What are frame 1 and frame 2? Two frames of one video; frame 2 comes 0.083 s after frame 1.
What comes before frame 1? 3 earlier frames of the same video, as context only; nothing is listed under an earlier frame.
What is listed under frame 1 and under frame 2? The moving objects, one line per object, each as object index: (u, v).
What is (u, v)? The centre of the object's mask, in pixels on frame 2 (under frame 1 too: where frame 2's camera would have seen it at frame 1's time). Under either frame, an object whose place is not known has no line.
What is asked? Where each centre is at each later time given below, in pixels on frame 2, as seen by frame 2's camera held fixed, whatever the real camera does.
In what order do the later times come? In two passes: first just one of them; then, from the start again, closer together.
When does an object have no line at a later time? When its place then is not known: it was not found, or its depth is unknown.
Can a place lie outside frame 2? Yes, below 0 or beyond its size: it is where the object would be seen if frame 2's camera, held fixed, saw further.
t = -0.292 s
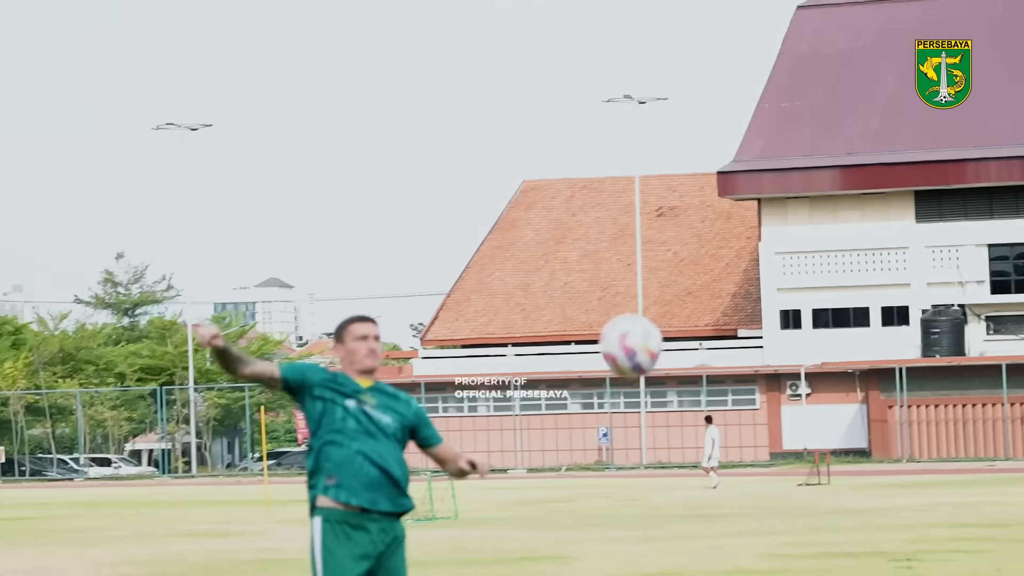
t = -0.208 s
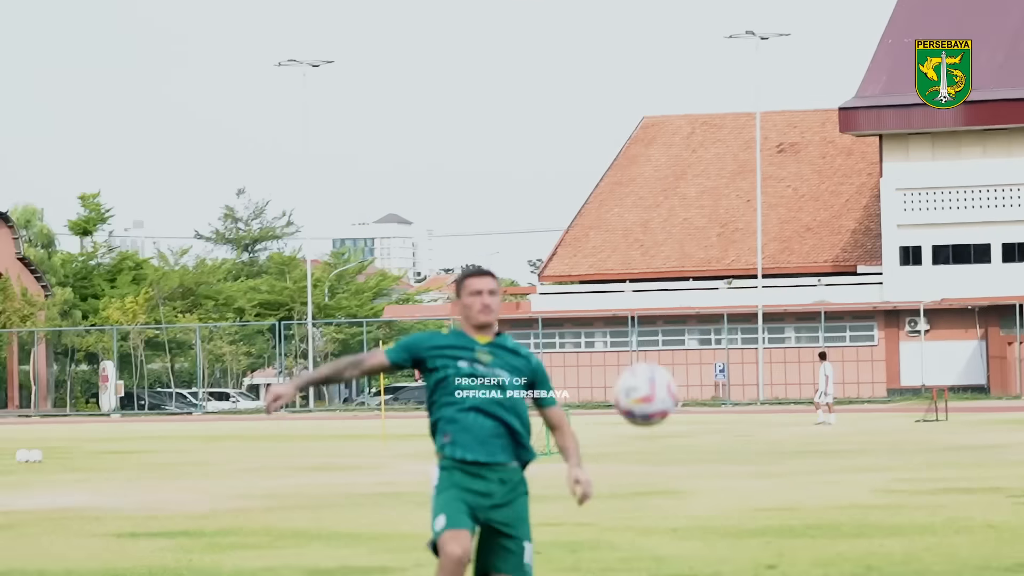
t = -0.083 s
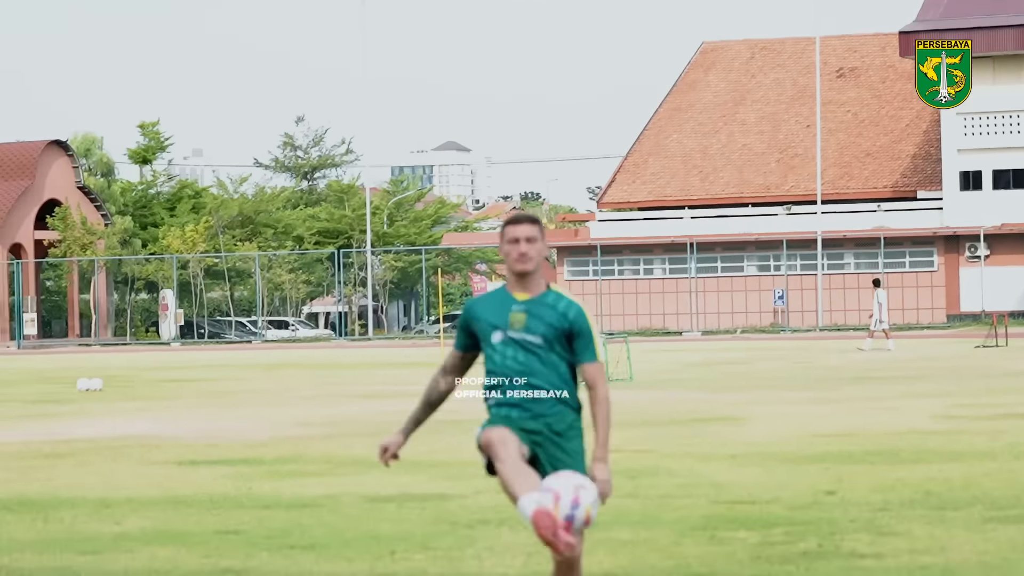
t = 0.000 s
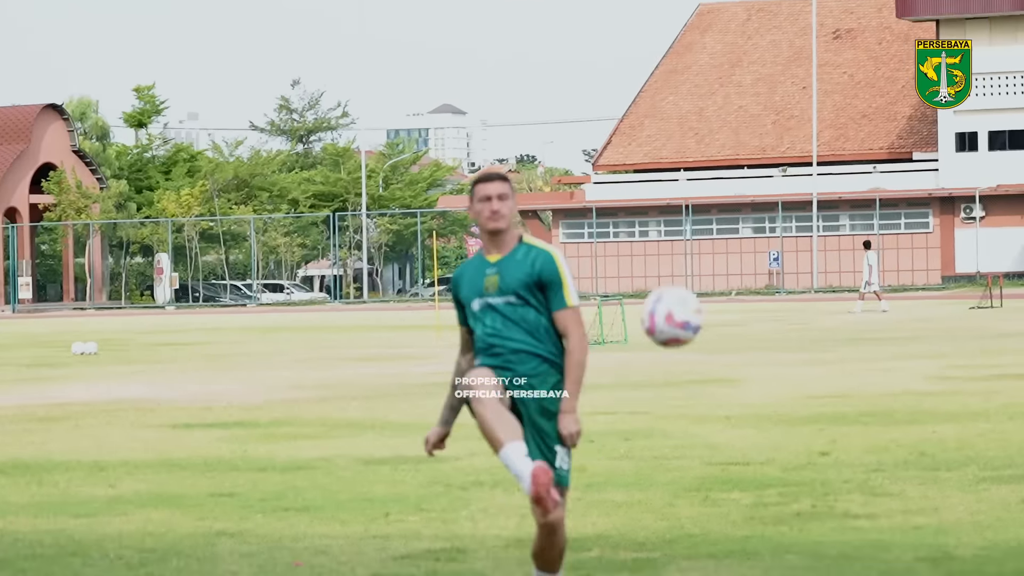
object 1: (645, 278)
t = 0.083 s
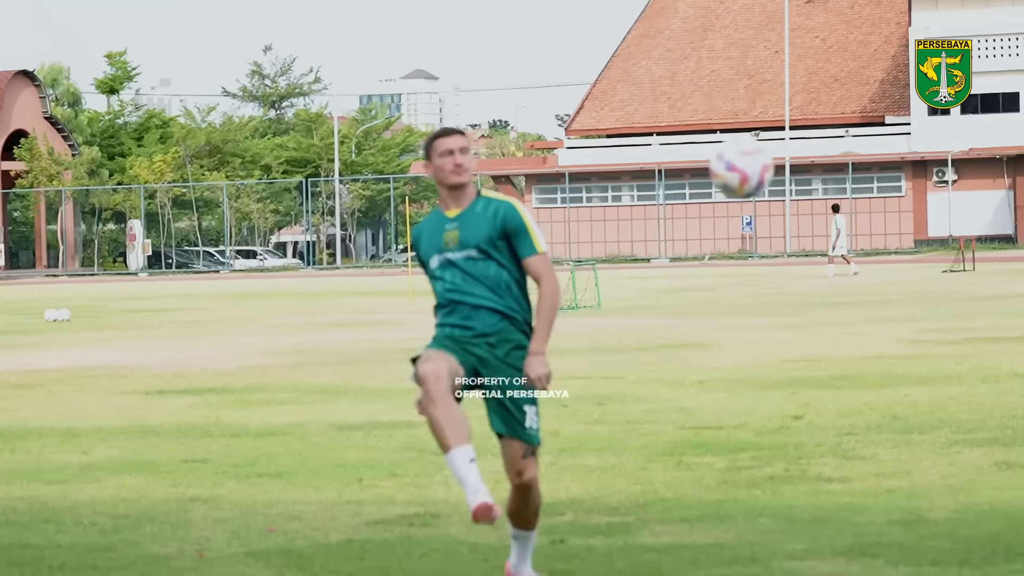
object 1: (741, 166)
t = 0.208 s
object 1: (886, 26)
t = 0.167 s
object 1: (838, 69)
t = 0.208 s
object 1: (886, 26)
